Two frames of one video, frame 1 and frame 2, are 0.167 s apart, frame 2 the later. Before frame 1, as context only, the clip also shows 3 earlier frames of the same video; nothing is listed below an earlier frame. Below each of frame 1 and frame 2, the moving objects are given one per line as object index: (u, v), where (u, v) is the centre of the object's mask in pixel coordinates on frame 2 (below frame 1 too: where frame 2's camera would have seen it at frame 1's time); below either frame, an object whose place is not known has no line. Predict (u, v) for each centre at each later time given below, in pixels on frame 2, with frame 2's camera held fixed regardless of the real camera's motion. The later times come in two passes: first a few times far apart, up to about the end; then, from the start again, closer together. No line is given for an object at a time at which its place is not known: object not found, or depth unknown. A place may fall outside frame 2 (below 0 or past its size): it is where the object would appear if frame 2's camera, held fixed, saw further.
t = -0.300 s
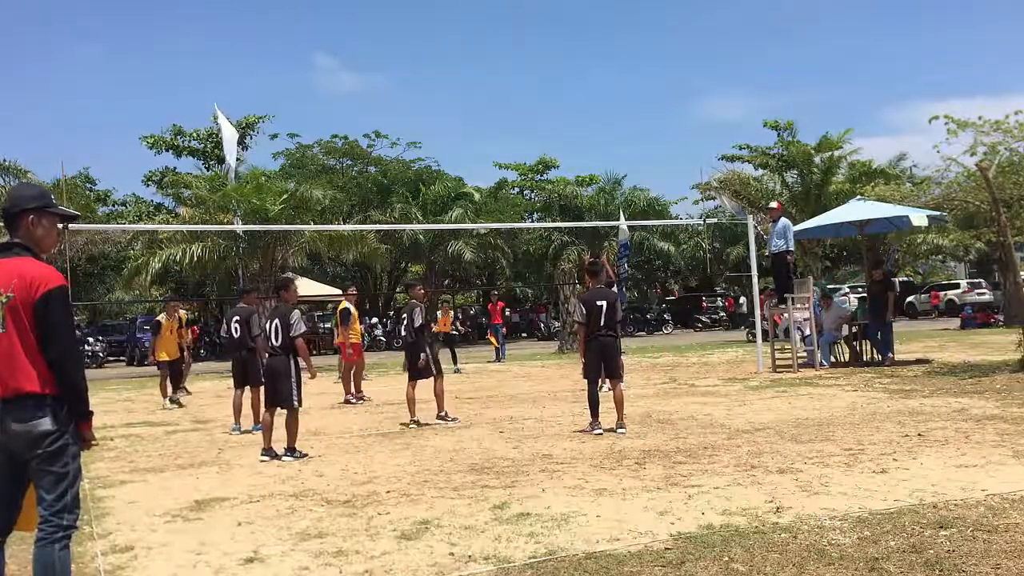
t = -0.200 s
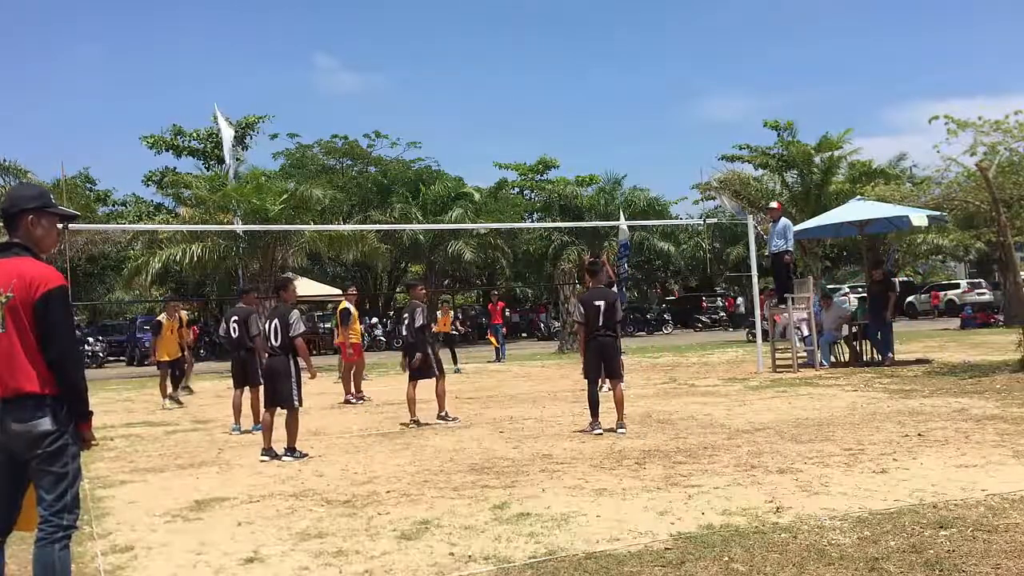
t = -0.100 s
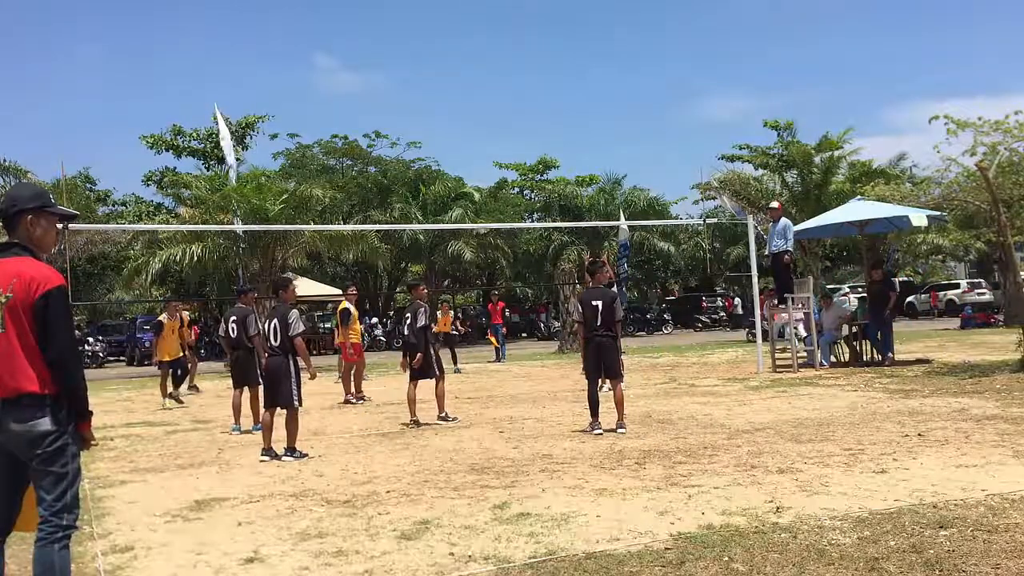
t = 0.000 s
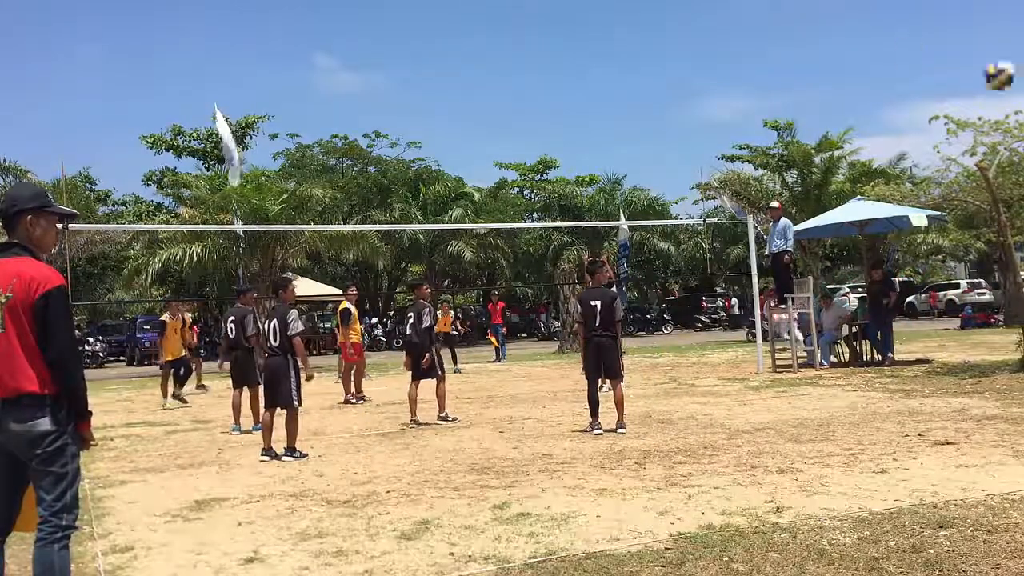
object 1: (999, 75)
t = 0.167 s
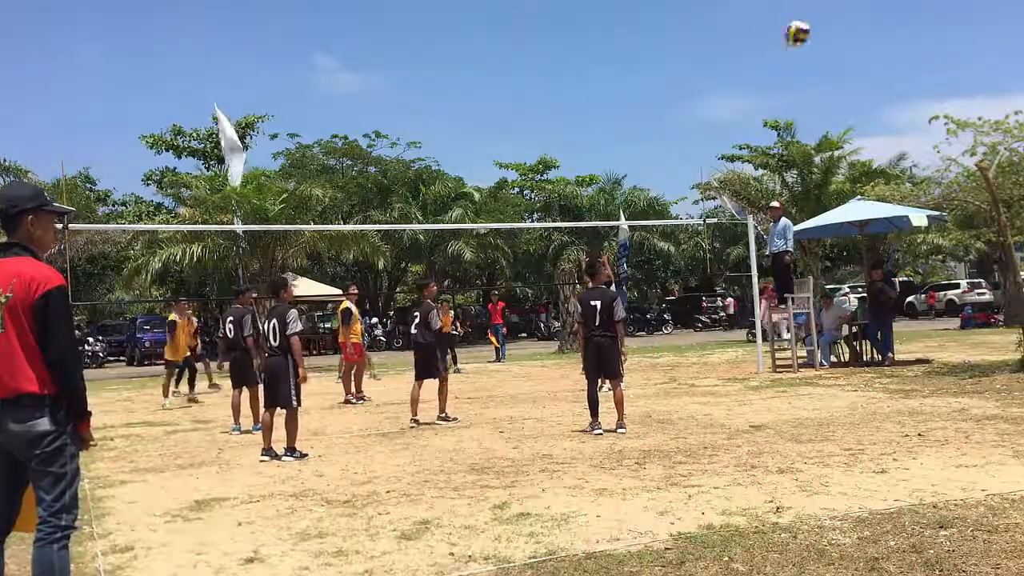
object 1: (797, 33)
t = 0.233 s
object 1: (737, 28)
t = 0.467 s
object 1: (580, 42)
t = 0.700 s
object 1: (480, 96)
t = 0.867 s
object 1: (430, 146)
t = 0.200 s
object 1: (766, 30)
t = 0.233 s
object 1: (737, 28)
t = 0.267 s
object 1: (709, 28)
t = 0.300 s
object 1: (684, 28)
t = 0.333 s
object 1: (662, 29)
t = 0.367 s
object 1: (639, 31)
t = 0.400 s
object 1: (618, 35)
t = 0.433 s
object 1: (600, 39)
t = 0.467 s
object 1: (580, 42)
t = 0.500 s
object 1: (564, 48)
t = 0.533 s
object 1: (548, 55)
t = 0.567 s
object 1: (532, 62)
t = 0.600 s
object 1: (518, 69)
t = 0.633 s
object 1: (505, 79)
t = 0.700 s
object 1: (480, 96)
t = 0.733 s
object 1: (469, 106)
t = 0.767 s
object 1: (458, 115)
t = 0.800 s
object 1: (448, 126)
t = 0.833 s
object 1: (440, 135)
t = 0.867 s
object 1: (430, 146)
